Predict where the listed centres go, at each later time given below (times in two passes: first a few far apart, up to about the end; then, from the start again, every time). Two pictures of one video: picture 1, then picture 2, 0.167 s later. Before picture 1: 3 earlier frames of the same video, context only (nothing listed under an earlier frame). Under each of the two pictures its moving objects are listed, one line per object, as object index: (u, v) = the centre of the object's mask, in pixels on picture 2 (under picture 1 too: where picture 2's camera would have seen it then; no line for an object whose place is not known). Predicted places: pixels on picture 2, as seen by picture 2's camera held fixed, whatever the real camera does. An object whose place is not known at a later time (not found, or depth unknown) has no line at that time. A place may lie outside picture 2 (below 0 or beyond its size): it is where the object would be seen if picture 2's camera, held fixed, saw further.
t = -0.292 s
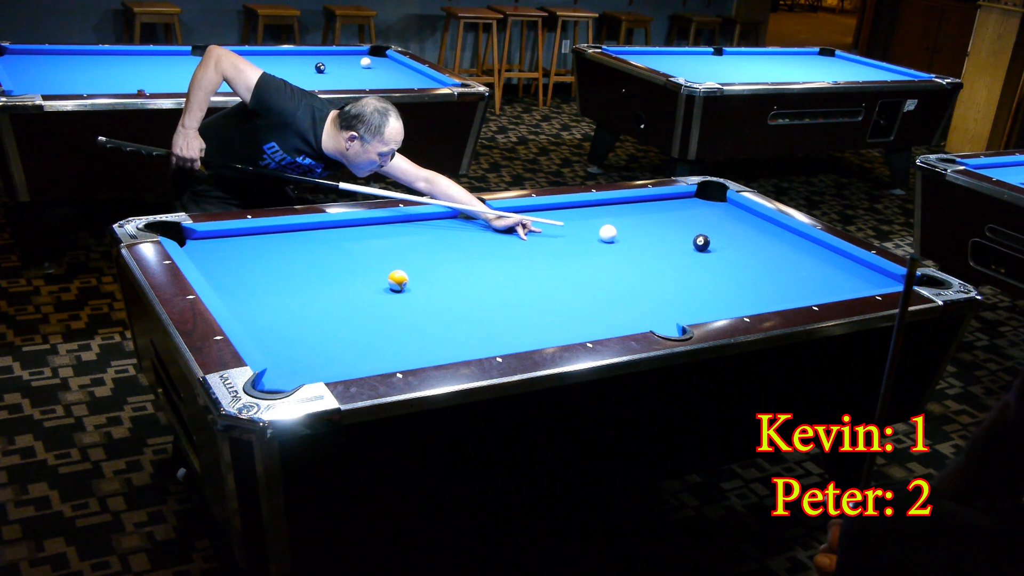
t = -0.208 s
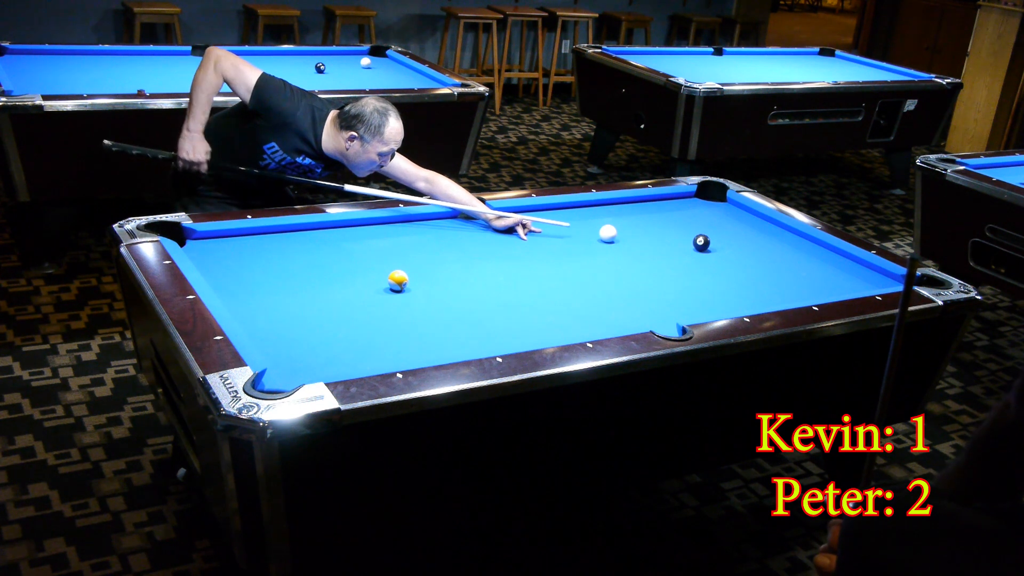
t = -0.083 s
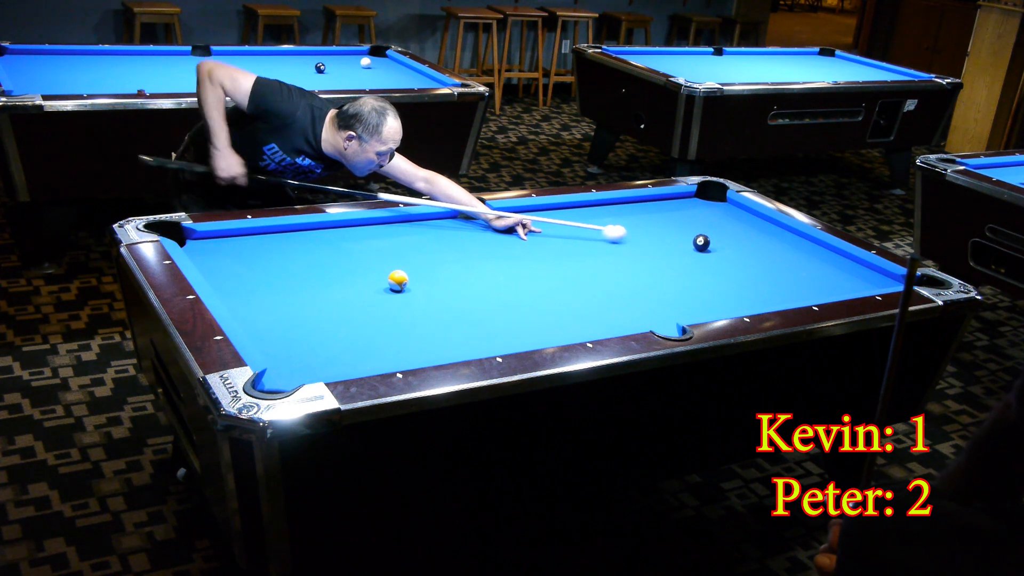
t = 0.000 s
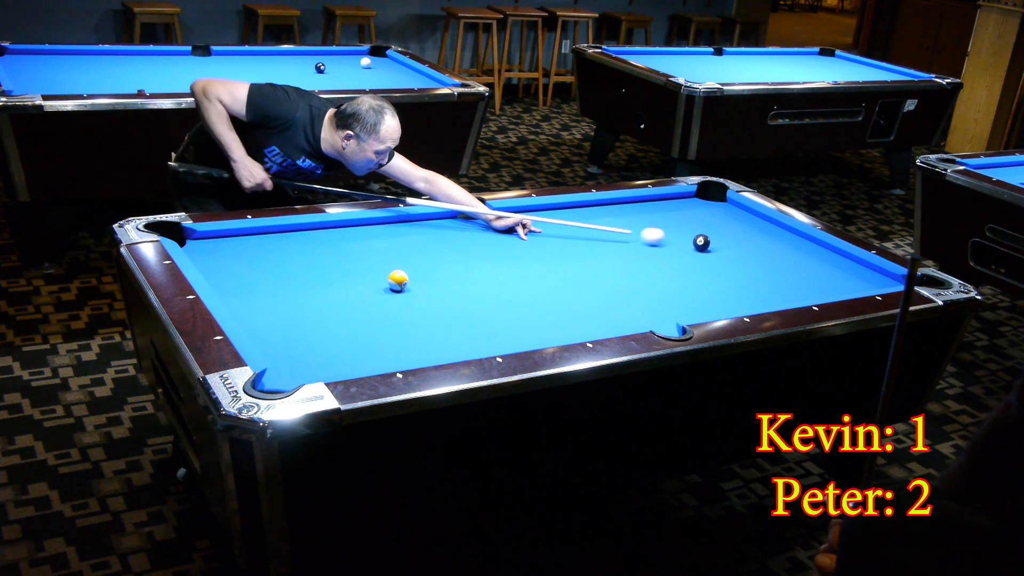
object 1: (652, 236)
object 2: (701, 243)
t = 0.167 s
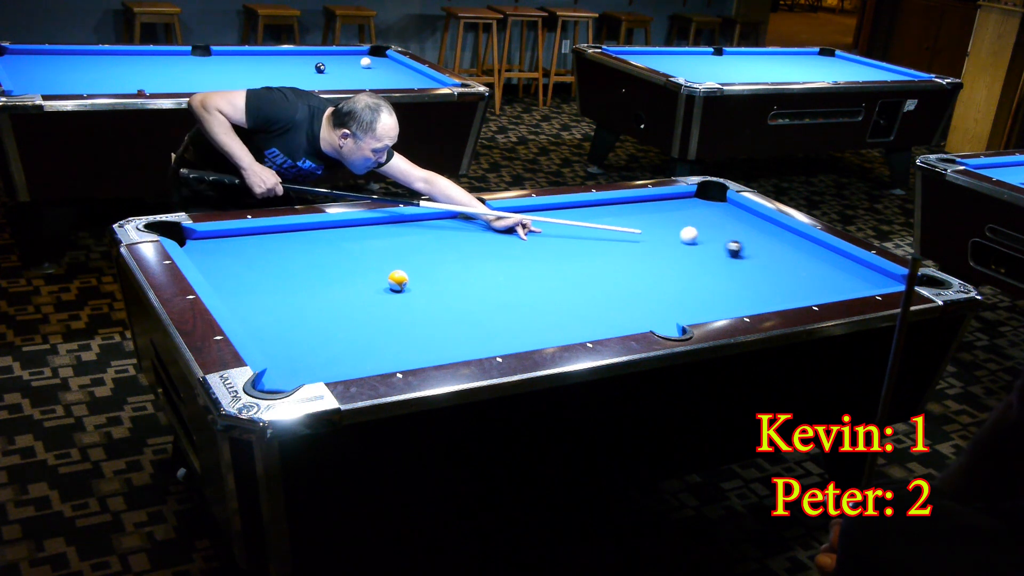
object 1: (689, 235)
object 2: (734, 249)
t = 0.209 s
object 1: (692, 234)
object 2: (746, 251)
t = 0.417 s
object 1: (715, 229)
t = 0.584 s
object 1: (733, 225)
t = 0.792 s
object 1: (752, 220)
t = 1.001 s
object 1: (756, 218)
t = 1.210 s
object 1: (742, 218)
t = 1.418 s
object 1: (728, 218)
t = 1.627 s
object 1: (715, 218)
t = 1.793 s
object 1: (706, 218)
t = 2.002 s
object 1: (695, 218)
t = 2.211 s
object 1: (684, 218)
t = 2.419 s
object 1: (674, 218)
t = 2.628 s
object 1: (666, 218)
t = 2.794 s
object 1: (659, 218)
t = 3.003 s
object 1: (652, 217)
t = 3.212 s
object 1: (646, 217)
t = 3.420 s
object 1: (641, 217)
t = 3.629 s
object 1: (636, 217)
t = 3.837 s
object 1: (632, 217)
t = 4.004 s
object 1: (630, 216)
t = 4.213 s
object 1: (627, 216)
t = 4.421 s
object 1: (626, 216)
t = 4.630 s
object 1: (628, 214)
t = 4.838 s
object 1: (626, 216)
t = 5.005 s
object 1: (626, 216)
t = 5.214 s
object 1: (626, 216)
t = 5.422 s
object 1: (626, 216)
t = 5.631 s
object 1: (626, 216)
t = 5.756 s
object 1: (626, 216)
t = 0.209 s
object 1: (692, 234)
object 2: (746, 251)
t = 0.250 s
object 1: (697, 232)
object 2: (757, 253)
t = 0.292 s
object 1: (702, 232)
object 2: (767, 255)
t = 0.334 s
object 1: (706, 231)
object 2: (778, 257)
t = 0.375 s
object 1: (711, 230)
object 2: (789, 259)
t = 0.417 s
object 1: (715, 229)
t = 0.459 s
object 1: (720, 228)
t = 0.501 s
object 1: (724, 227)
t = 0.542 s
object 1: (728, 225)
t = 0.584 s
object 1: (733, 225)
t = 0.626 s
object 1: (737, 224)
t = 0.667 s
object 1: (741, 223)
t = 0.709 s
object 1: (745, 222)
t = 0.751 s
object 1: (749, 221)
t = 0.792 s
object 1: (752, 220)
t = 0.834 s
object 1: (756, 219)
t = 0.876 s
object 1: (760, 218)
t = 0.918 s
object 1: (763, 218)
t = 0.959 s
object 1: (759, 218)
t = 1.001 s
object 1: (756, 218)
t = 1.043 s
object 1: (753, 218)
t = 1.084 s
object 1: (751, 218)
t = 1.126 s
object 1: (748, 218)
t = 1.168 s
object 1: (745, 218)
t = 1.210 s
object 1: (742, 218)
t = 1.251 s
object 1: (739, 218)
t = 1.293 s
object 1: (737, 218)
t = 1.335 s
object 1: (734, 218)
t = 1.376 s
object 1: (731, 218)
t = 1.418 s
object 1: (728, 218)
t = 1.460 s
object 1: (726, 218)
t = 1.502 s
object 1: (723, 218)
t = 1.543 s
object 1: (721, 218)
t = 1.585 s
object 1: (718, 218)
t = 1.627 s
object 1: (715, 218)
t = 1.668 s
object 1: (713, 218)
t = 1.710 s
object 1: (711, 218)
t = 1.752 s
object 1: (708, 218)
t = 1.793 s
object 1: (706, 218)
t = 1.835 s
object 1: (703, 218)
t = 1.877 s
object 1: (701, 218)
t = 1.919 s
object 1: (699, 218)
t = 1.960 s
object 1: (697, 218)
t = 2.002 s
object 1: (695, 218)
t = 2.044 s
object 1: (692, 218)
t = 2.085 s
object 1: (690, 218)
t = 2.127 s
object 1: (688, 218)
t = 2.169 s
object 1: (686, 218)
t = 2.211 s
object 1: (684, 218)
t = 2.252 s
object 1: (682, 218)
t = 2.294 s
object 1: (680, 218)
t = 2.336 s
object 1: (678, 218)
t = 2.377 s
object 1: (676, 218)
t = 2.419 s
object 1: (674, 218)
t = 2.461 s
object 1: (673, 218)
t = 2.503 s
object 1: (671, 218)
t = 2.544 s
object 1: (669, 218)
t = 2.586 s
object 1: (667, 218)
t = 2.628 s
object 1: (666, 218)
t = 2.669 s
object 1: (664, 218)
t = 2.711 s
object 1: (662, 218)
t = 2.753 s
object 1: (661, 218)
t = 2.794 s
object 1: (659, 218)
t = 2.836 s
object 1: (658, 218)
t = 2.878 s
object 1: (656, 218)
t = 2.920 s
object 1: (655, 218)
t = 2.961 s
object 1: (654, 217)
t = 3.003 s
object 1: (652, 217)
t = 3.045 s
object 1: (651, 217)
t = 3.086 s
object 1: (649, 217)
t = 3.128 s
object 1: (648, 218)
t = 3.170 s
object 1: (647, 217)
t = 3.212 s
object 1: (646, 217)
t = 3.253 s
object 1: (645, 217)
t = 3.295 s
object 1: (644, 217)
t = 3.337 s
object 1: (643, 217)
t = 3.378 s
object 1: (642, 217)
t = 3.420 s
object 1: (641, 217)
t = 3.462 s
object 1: (640, 217)
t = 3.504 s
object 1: (639, 217)
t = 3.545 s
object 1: (638, 217)
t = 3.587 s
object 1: (637, 217)
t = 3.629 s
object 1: (636, 217)
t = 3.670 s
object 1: (635, 217)
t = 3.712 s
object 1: (635, 217)
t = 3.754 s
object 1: (634, 217)
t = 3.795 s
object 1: (633, 217)
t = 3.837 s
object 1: (632, 217)
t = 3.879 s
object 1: (632, 217)
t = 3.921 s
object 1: (631, 217)
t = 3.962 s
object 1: (630, 216)
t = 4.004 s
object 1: (630, 216)
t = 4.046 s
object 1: (629, 216)
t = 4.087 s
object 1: (629, 216)
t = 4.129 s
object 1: (628, 216)
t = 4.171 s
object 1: (628, 216)
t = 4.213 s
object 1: (627, 216)
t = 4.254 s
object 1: (627, 216)
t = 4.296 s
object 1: (627, 216)
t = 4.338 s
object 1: (626, 216)
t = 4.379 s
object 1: (626, 216)
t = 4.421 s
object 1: (626, 216)
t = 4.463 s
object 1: (626, 216)
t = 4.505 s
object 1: (626, 216)
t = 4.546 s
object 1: (626, 216)
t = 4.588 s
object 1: (625, 217)
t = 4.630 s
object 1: (628, 214)
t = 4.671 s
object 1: (626, 216)
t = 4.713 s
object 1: (626, 216)
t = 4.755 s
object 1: (626, 216)
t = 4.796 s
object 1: (626, 216)
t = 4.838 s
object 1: (626, 216)
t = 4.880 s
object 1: (626, 216)
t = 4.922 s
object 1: (626, 216)
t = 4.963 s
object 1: (626, 216)
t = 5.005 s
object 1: (626, 216)
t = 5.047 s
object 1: (626, 216)
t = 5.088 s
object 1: (626, 216)
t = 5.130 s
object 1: (626, 216)
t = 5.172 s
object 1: (626, 216)
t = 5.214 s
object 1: (626, 216)
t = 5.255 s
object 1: (626, 216)
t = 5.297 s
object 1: (626, 216)
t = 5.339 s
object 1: (626, 216)
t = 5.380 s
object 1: (626, 216)
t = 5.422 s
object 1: (626, 216)
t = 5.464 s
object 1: (626, 216)
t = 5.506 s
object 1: (626, 216)
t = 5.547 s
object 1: (626, 216)
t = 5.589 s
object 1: (626, 216)
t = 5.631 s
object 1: (626, 216)
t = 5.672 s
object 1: (626, 216)
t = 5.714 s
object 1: (626, 216)
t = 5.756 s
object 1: (626, 216)
